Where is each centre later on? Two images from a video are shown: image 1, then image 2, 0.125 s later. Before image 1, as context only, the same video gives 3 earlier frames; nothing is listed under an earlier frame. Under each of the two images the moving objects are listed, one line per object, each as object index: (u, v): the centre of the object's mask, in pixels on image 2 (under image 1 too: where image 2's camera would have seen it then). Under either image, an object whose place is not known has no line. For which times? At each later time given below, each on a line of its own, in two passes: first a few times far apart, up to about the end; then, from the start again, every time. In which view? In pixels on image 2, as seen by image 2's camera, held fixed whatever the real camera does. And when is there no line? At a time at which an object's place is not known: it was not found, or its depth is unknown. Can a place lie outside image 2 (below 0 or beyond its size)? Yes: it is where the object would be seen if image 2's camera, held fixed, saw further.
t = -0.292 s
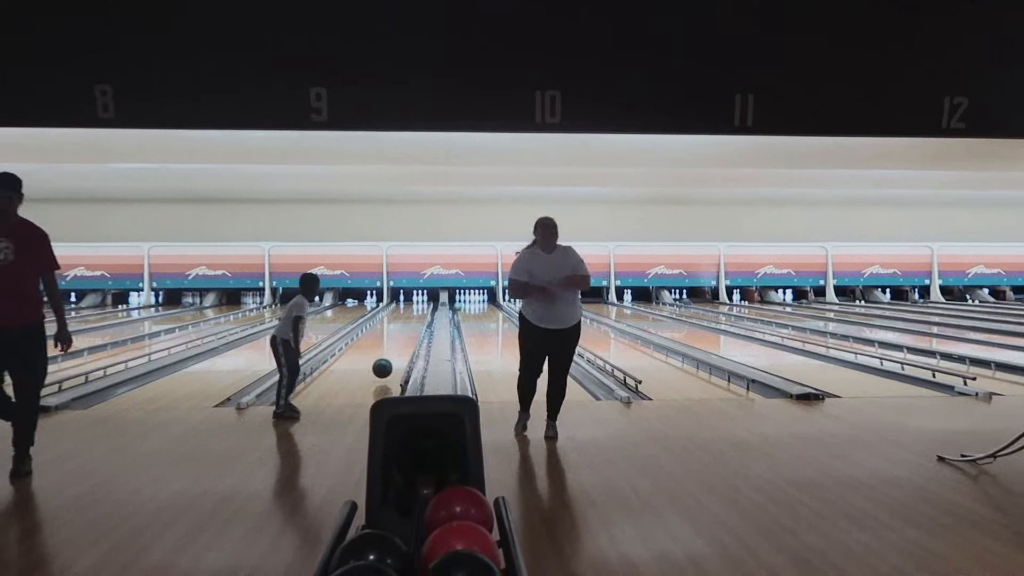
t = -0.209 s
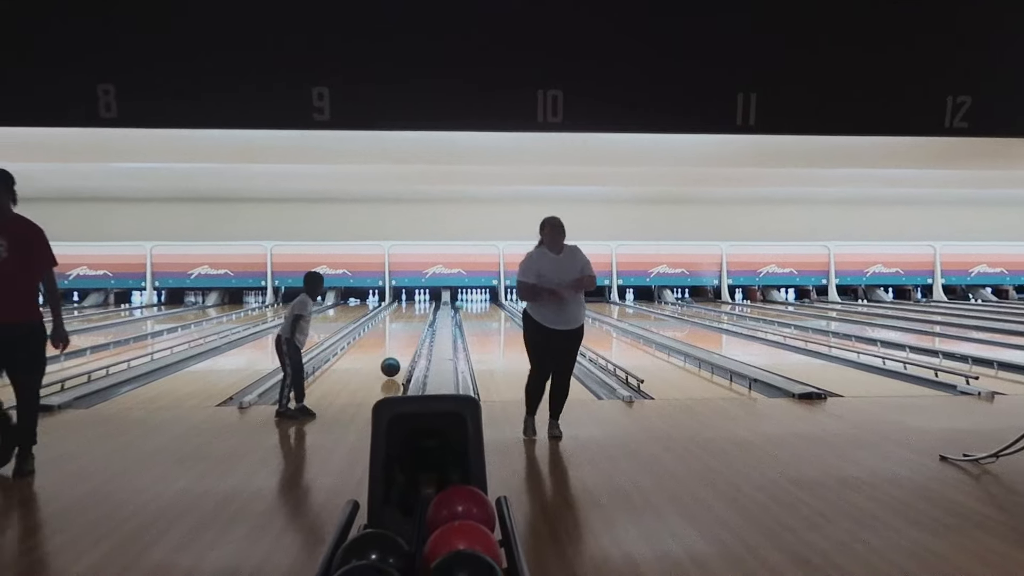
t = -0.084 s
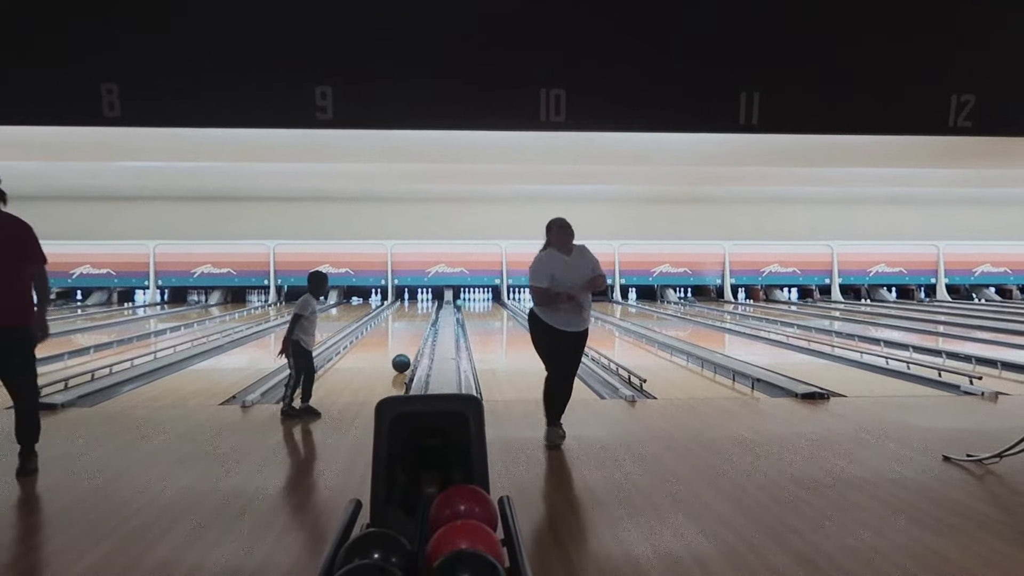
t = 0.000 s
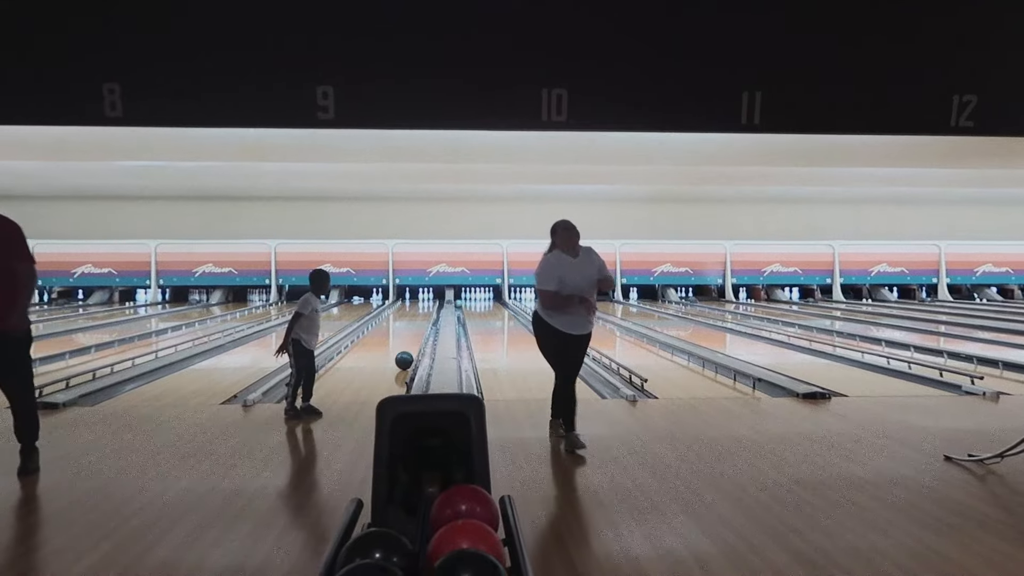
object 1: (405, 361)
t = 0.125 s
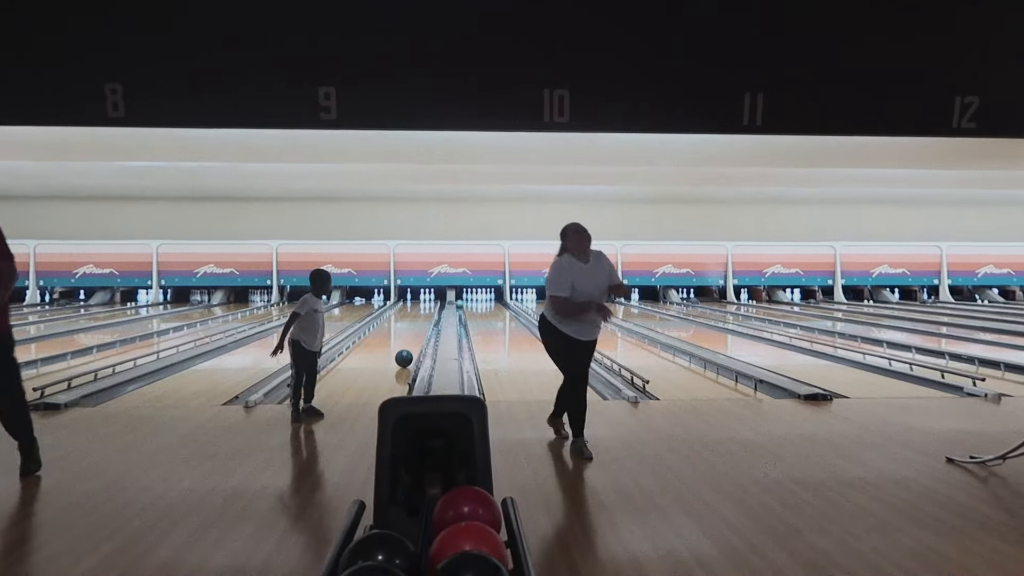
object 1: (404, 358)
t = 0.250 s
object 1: (402, 356)
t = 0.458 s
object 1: (399, 352)
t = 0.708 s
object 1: (397, 347)
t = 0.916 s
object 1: (395, 344)
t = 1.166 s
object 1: (393, 340)
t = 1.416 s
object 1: (390, 337)
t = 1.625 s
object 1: (389, 335)
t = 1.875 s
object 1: (387, 332)
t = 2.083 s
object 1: (386, 331)
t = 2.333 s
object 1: (384, 329)
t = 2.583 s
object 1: (383, 327)
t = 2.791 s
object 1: (382, 325)
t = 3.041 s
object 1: (381, 323)
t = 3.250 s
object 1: (379, 322)
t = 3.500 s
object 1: (382, 320)
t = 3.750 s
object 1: (383, 318)
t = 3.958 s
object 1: (384, 317)
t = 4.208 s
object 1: (385, 315)
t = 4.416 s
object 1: (387, 314)
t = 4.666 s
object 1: (388, 313)
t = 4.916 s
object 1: (389, 311)
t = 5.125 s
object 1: (390, 311)
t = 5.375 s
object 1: (395, 310)
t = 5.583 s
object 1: (402, 308)
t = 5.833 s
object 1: (405, 308)
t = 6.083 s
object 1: (408, 307)
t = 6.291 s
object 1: (410, 306)
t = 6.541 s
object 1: (414, 305)
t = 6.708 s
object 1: (417, 306)
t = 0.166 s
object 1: (403, 357)
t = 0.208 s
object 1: (402, 356)
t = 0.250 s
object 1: (402, 356)
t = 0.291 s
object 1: (402, 355)
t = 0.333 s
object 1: (401, 354)
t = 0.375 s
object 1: (400, 353)
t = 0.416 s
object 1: (400, 352)
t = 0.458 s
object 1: (399, 352)
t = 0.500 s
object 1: (399, 351)
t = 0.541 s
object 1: (399, 350)
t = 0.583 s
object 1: (398, 349)
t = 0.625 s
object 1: (398, 349)
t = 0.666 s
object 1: (397, 348)
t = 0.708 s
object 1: (397, 347)
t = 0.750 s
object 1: (396, 347)
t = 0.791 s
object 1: (396, 346)
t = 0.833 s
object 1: (396, 345)
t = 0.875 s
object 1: (395, 344)
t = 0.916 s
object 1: (395, 344)
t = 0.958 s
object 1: (395, 343)
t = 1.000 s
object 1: (394, 343)
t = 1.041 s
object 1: (394, 342)
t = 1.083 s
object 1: (393, 341)
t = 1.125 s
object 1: (393, 341)
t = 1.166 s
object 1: (393, 340)
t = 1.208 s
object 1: (392, 340)
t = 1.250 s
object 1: (392, 340)
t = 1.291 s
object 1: (391, 339)
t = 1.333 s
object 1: (391, 339)
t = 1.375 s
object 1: (390, 338)
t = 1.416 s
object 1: (390, 337)
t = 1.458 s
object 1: (390, 337)
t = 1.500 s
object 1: (389, 336)
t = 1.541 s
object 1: (389, 336)
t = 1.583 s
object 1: (389, 335)
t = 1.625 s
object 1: (389, 335)
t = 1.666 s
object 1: (388, 334)
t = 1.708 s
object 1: (388, 334)
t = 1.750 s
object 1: (388, 334)
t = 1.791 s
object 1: (387, 333)
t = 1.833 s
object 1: (387, 333)
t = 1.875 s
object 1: (387, 332)
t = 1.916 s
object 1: (387, 332)
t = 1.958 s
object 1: (387, 332)
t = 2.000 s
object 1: (386, 331)
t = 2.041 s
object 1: (386, 331)
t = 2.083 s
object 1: (386, 331)
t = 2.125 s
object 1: (386, 330)
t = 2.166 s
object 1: (386, 330)
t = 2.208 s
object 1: (385, 330)
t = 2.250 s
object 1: (385, 329)
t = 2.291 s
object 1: (385, 329)
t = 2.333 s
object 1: (384, 329)
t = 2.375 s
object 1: (384, 328)
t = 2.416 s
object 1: (384, 328)
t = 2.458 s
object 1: (384, 328)
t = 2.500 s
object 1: (384, 327)
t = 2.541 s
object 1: (384, 327)
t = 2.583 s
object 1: (383, 327)
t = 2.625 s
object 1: (383, 326)
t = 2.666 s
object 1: (383, 326)
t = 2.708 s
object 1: (383, 325)
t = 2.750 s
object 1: (383, 325)
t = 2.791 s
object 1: (382, 325)
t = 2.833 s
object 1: (382, 325)
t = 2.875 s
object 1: (382, 324)
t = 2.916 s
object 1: (381, 324)
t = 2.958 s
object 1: (380, 324)
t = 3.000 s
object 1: (381, 324)
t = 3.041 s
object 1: (381, 323)
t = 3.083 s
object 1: (381, 322)
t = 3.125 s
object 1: (380, 323)
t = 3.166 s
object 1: (379, 322)
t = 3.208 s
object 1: (380, 322)
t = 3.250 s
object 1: (379, 322)
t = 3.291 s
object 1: (380, 321)
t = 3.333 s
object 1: (380, 321)
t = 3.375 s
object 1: (381, 321)
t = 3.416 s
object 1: (381, 321)
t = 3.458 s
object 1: (382, 321)
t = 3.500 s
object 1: (382, 320)
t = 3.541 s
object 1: (382, 320)
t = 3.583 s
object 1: (382, 320)
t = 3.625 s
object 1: (382, 319)
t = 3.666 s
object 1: (382, 319)
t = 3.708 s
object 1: (382, 319)
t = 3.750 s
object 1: (383, 318)
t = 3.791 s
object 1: (383, 318)
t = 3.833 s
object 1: (383, 318)
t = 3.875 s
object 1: (384, 317)
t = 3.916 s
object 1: (384, 317)
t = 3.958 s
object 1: (384, 317)
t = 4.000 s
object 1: (384, 317)
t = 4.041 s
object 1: (384, 316)
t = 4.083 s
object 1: (385, 316)
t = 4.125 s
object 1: (385, 316)
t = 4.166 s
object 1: (385, 315)
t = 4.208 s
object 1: (385, 315)
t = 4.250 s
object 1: (386, 315)
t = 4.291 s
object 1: (386, 315)
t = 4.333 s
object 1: (386, 314)
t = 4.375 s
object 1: (387, 314)
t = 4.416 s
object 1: (387, 314)
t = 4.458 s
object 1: (387, 314)
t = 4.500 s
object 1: (387, 314)
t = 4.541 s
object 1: (388, 314)
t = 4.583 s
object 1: (388, 314)
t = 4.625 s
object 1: (388, 314)
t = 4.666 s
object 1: (388, 313)
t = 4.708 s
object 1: (388, 313)
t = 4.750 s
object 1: (388, 313)
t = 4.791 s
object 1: (388, 313)
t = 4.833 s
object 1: (388, 312)
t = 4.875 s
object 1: (389, 312)
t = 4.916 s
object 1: (389, 311)
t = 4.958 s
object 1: (389, 311)
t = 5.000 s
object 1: (389, 311)
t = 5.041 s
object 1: (389, 311)
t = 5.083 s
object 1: (390, 311)
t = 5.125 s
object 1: (390, 311)
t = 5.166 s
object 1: (390, 311)
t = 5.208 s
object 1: (391, 311)
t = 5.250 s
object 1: (392, 311)
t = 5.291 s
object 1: (394, 311)
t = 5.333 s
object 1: (396, 309)
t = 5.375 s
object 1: (395, 310)
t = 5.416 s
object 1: (399, 310)
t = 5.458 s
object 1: (400, 310)
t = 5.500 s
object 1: (401, 309)
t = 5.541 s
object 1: (402, 308)
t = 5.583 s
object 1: (402, 308)
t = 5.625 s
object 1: (403, 308)
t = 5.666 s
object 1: (403, 308)
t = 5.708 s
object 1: (404, 308)
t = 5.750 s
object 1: (404, 308)
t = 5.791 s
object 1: (405, 309)
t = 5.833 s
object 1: (405, 308)
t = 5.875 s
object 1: (407, 308)
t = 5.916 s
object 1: (407, 308)
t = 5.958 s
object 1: (408, 308)
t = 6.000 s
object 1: (408, 308)
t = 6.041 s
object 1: (408, 307)
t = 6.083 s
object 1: (408, 307)
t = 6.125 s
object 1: (408, 307)
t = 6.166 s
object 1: (408, 307)
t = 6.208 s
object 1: (408, 307)
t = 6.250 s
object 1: (409, 307)
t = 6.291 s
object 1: (410, 306)
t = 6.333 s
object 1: (410, 306)
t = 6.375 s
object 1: (411, 306)
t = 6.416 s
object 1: (410, 306)
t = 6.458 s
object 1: (411, 306)
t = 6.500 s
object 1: (412, 306)
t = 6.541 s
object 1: (414, 305)
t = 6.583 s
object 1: (415, 306)
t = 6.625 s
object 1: (415, 306)
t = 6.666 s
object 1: (416, 306)
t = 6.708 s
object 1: (417, 306)
